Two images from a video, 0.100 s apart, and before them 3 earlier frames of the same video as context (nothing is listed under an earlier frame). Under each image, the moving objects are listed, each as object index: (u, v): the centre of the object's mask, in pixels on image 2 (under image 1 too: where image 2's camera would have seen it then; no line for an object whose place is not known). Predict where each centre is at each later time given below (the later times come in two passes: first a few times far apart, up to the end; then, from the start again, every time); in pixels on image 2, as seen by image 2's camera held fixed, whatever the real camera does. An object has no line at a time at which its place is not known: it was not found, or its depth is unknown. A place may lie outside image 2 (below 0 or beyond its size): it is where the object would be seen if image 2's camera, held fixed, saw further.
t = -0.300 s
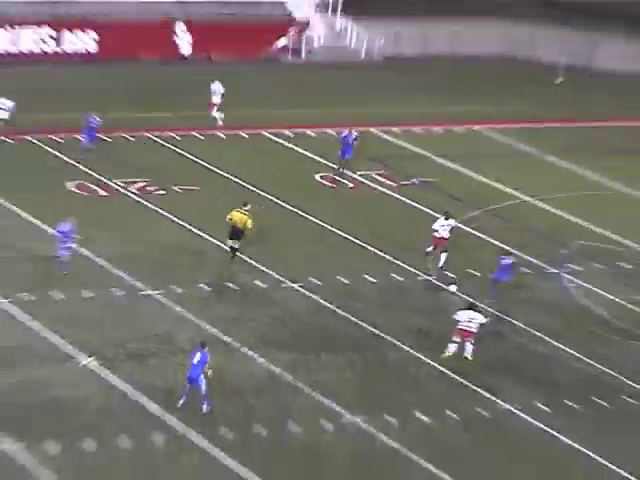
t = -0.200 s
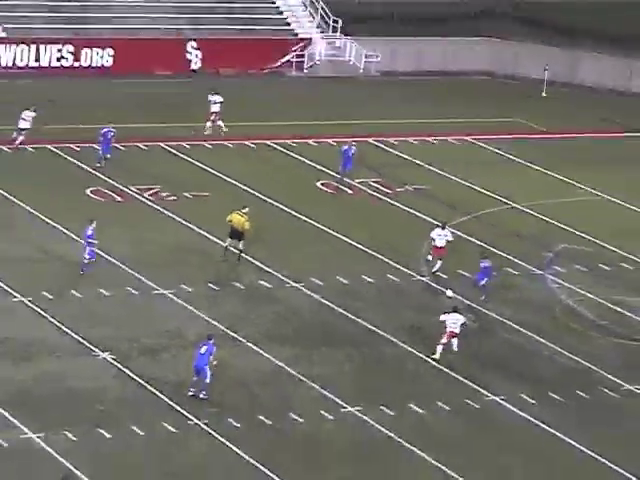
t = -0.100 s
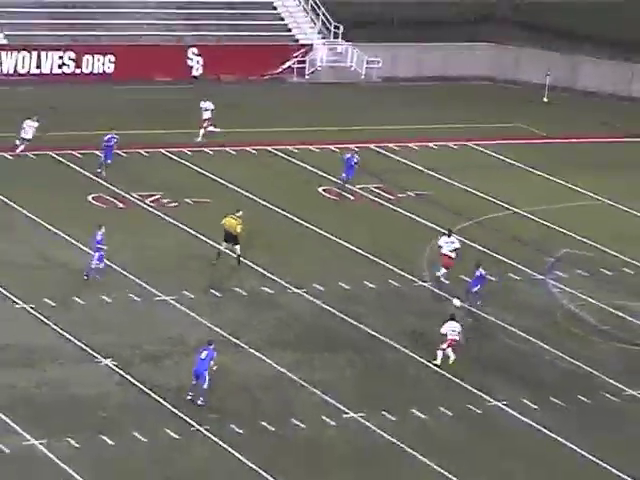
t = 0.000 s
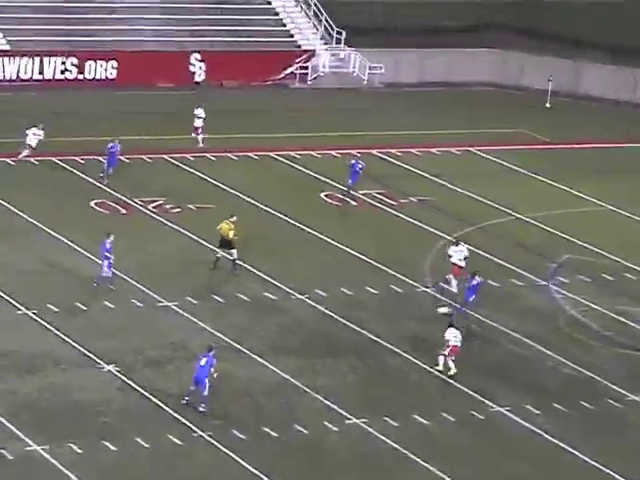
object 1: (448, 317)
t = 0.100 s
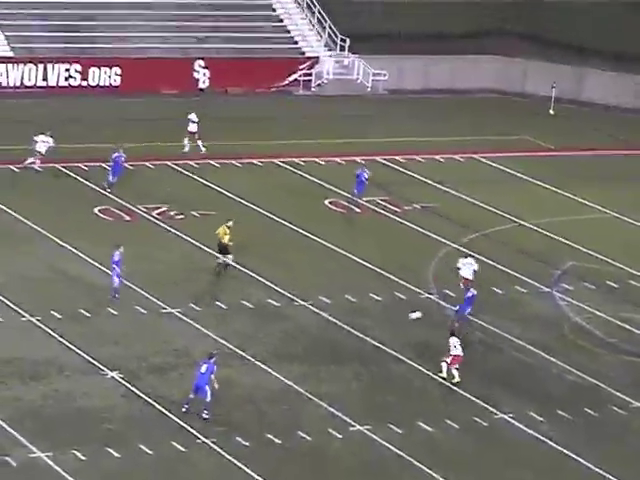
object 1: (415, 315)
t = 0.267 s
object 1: (366, 313)
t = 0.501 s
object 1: (310, 311)
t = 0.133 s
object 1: (404, 315)
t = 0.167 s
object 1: (395, 314)
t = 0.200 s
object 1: (385, 314)
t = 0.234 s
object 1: (376, 314)
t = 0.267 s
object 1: (366, 313)
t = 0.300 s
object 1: (357, 312)
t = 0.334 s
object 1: (349, 312)
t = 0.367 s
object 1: (340, 312)
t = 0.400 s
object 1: (332, 311)
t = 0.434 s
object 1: (325, 310)
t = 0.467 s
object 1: (318, 309)
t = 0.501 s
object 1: (310, 311)
